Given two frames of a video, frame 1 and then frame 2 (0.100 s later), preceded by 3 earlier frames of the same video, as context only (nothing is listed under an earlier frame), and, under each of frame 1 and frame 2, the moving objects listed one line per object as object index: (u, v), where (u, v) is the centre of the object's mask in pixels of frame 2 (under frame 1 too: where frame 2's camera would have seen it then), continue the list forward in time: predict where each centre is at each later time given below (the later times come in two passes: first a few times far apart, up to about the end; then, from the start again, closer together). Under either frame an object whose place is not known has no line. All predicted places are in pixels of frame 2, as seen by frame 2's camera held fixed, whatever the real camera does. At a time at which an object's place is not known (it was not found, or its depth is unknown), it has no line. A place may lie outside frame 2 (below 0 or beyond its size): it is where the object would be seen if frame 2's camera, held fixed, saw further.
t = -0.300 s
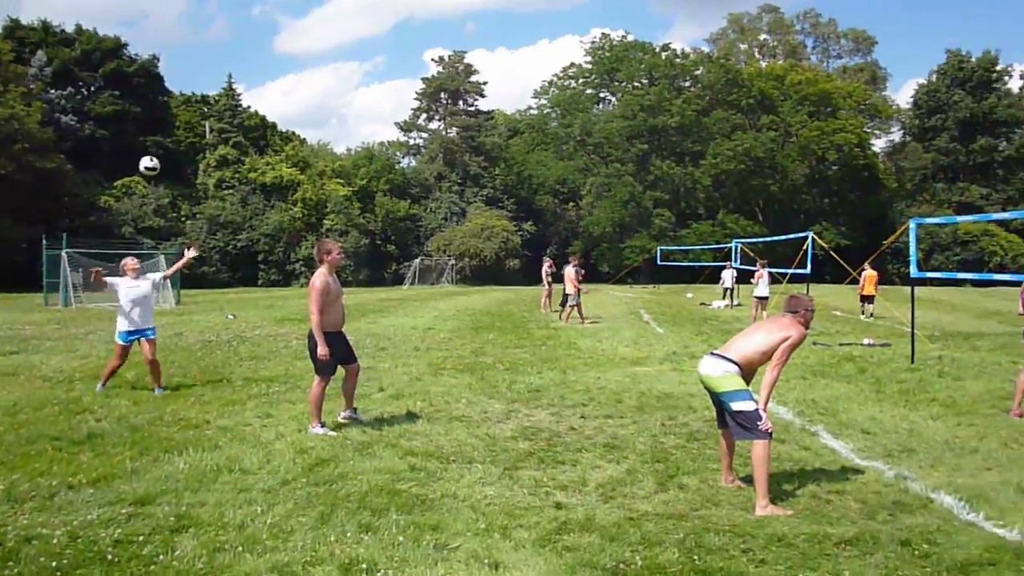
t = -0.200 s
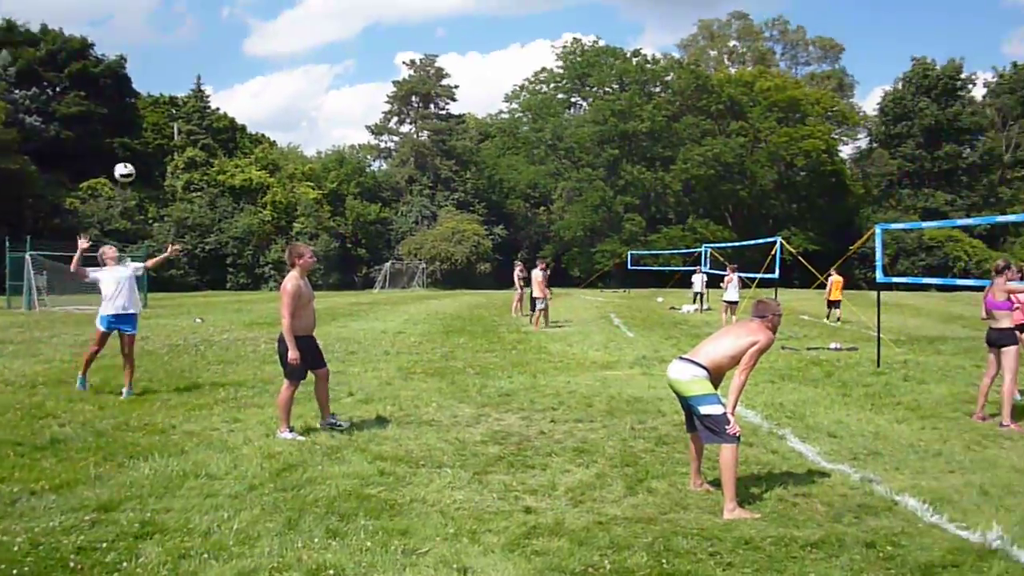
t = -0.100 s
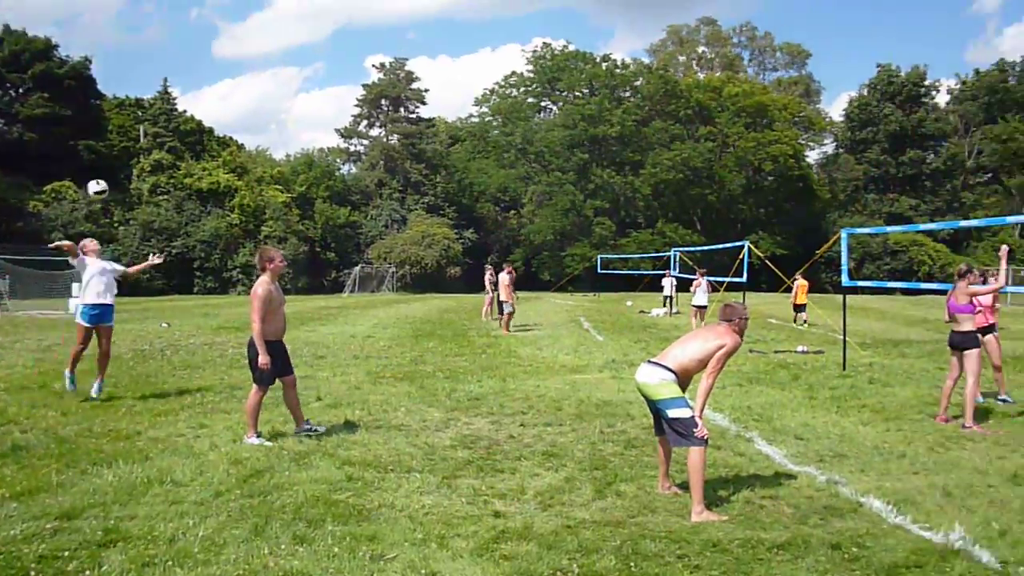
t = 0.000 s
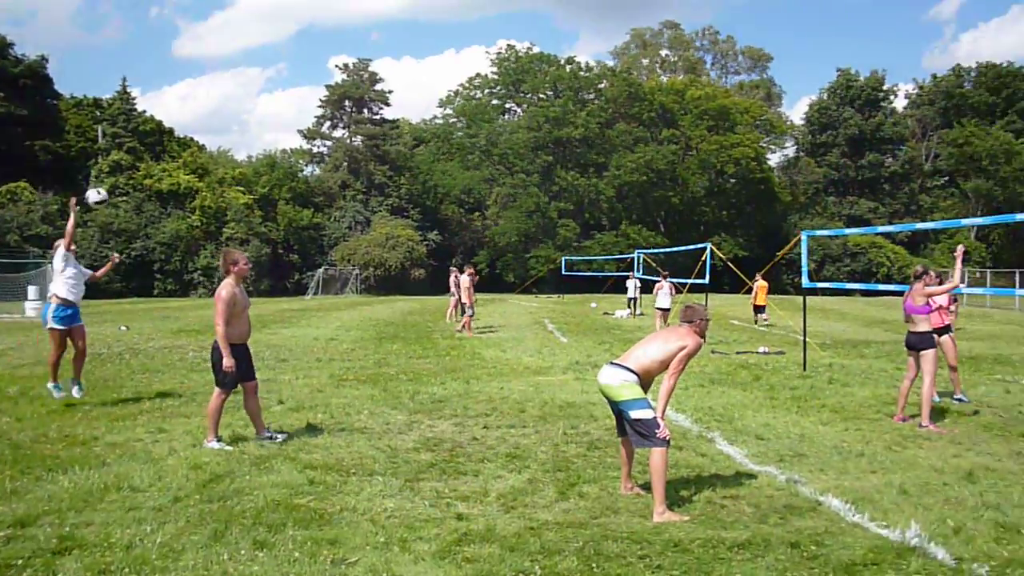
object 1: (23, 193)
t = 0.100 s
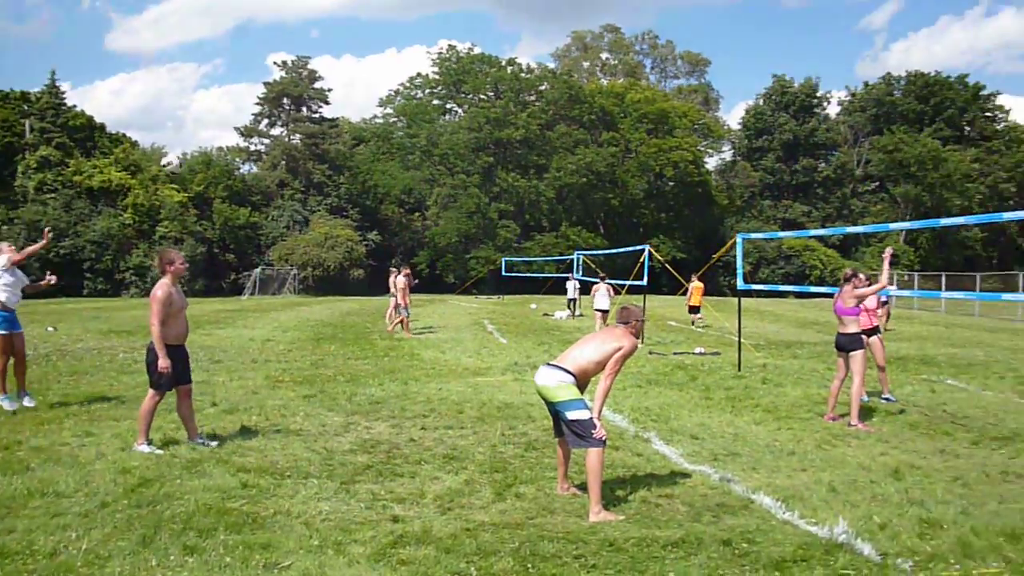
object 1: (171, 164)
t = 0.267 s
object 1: (399, 135)
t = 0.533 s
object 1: (720, 146)
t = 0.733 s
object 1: (932, 197)
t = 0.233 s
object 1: (356, 138)
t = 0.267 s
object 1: (399, 135)
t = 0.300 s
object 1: (442, 132)
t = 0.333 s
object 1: (484, 131)
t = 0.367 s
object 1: (526, 131)
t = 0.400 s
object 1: (567, 132)
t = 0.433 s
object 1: (607, 134)
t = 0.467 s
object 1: (646, 136)
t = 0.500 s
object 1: (682, 140)
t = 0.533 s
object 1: (720, 146)
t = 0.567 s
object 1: (757, 151)
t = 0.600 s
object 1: (793, 159)
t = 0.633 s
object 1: (829, 167)
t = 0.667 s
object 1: (863, 175)
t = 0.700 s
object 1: (898, 187)
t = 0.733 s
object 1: (932, 197)
